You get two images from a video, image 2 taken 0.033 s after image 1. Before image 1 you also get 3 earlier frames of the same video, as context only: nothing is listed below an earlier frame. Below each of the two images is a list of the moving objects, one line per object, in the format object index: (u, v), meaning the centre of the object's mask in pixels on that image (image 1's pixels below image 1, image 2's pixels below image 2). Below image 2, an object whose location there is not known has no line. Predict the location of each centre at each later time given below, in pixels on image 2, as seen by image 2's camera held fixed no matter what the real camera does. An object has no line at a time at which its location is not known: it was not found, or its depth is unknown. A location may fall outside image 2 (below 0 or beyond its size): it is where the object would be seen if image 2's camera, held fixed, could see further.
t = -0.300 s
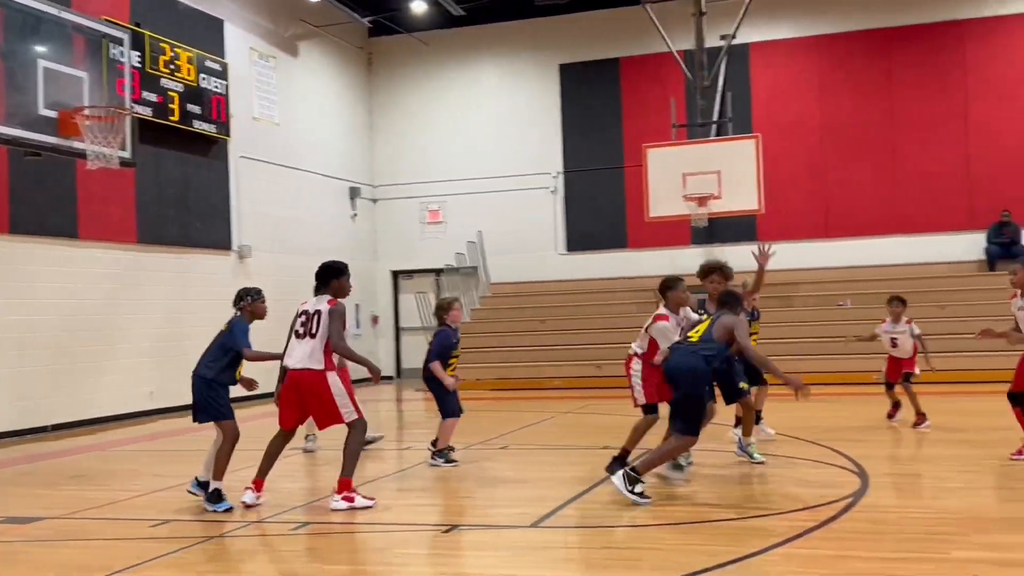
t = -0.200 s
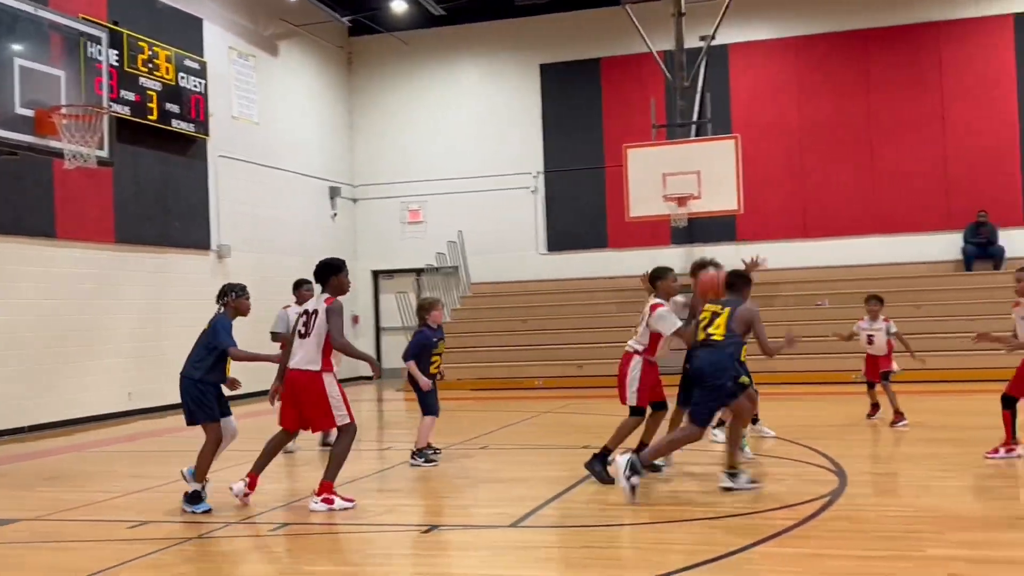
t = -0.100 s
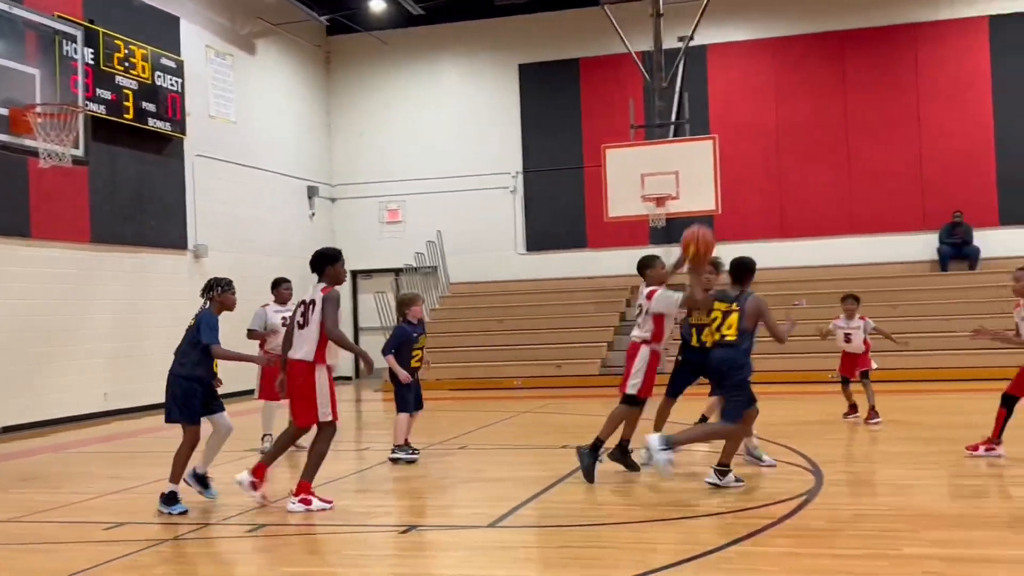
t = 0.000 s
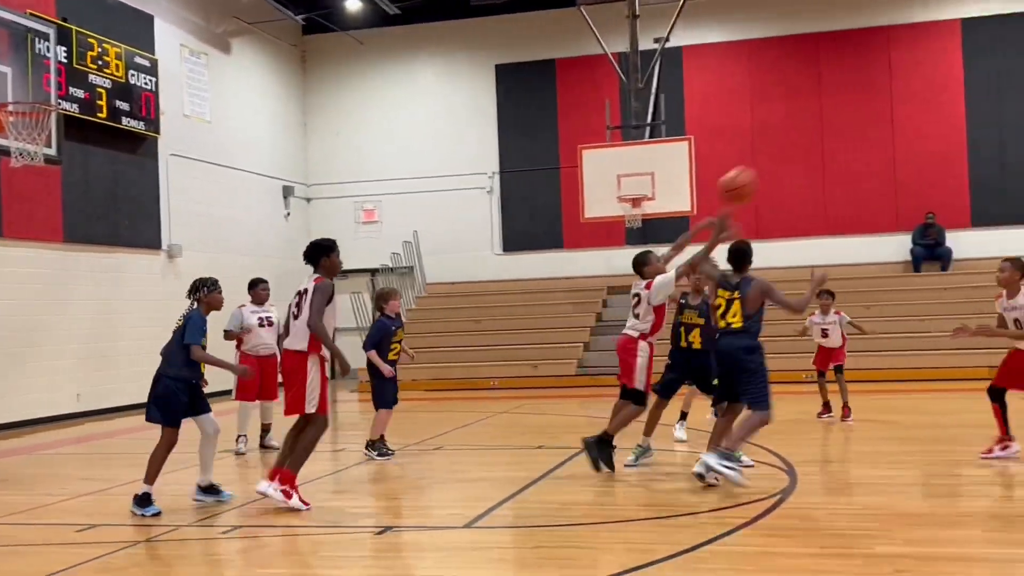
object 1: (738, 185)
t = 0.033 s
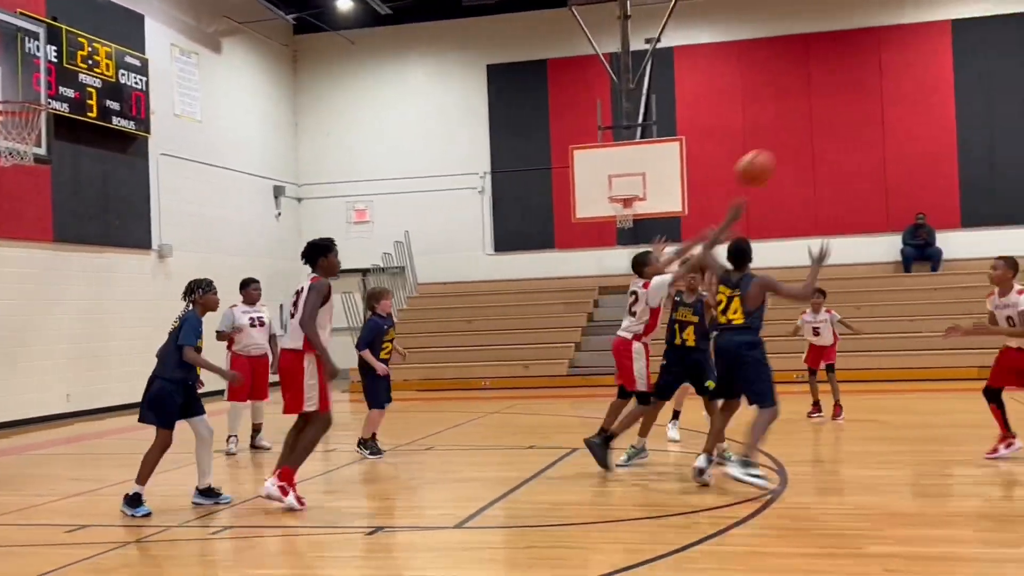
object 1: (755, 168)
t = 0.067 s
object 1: (784, 151)
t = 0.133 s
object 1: (844, 121)
